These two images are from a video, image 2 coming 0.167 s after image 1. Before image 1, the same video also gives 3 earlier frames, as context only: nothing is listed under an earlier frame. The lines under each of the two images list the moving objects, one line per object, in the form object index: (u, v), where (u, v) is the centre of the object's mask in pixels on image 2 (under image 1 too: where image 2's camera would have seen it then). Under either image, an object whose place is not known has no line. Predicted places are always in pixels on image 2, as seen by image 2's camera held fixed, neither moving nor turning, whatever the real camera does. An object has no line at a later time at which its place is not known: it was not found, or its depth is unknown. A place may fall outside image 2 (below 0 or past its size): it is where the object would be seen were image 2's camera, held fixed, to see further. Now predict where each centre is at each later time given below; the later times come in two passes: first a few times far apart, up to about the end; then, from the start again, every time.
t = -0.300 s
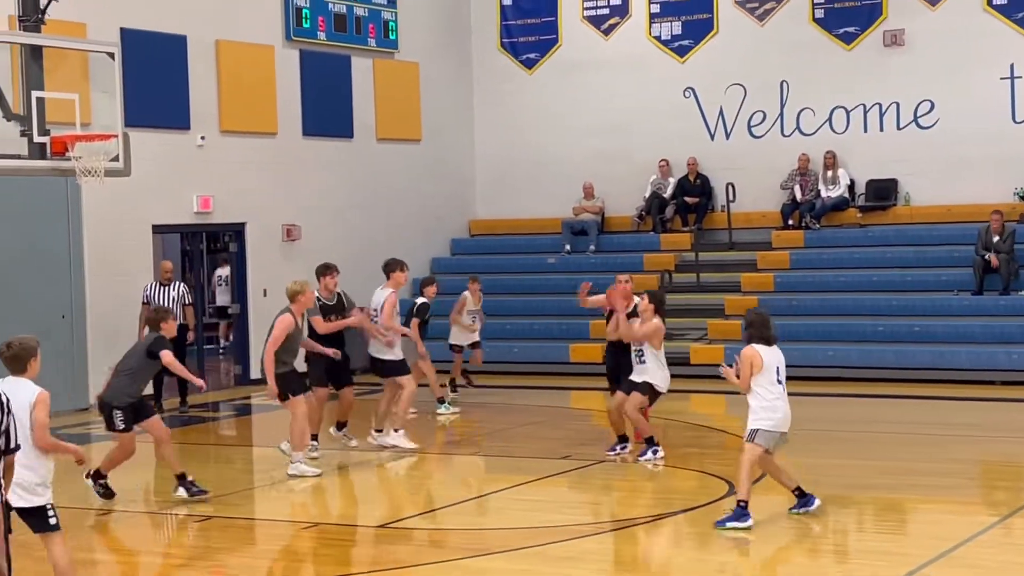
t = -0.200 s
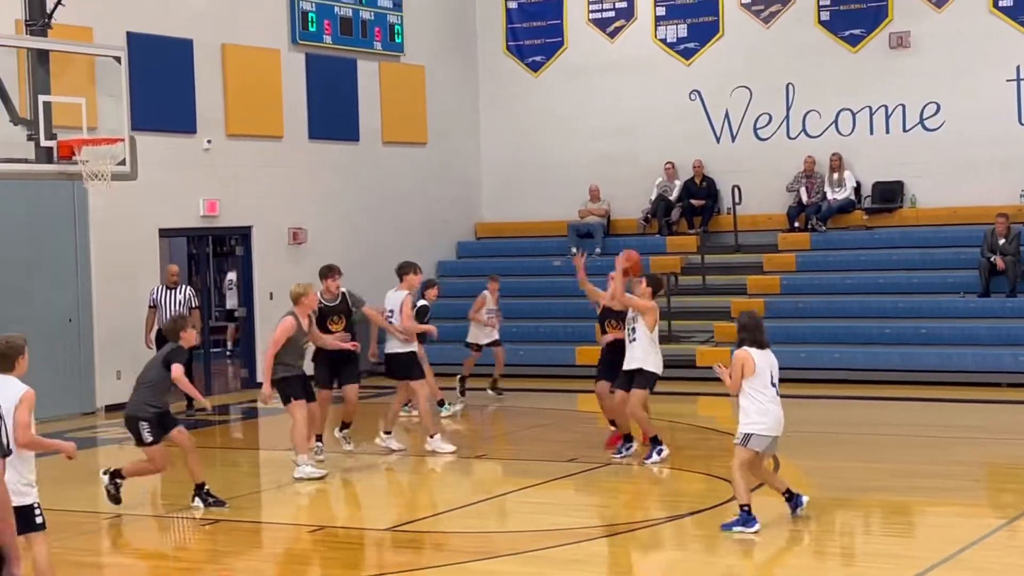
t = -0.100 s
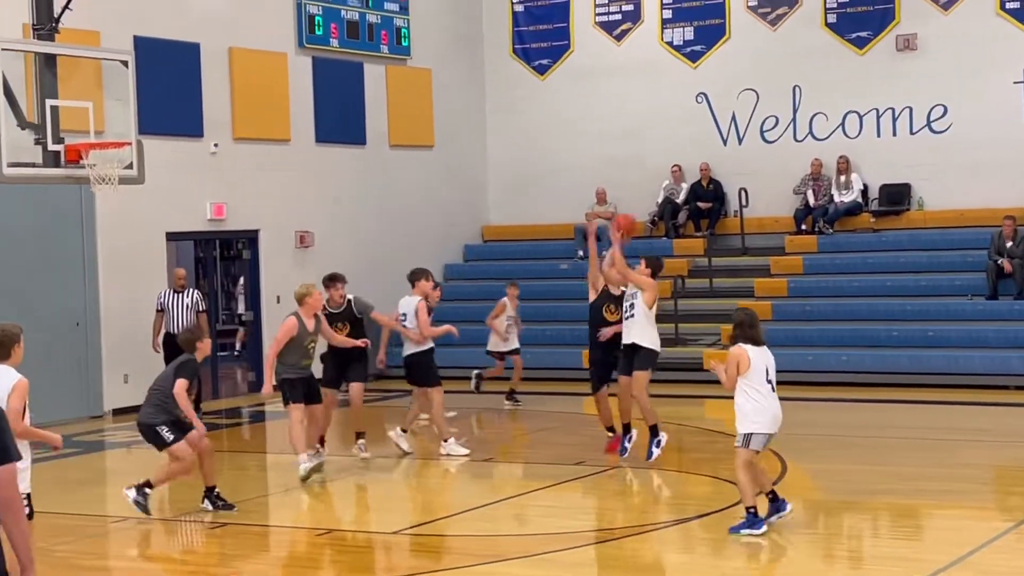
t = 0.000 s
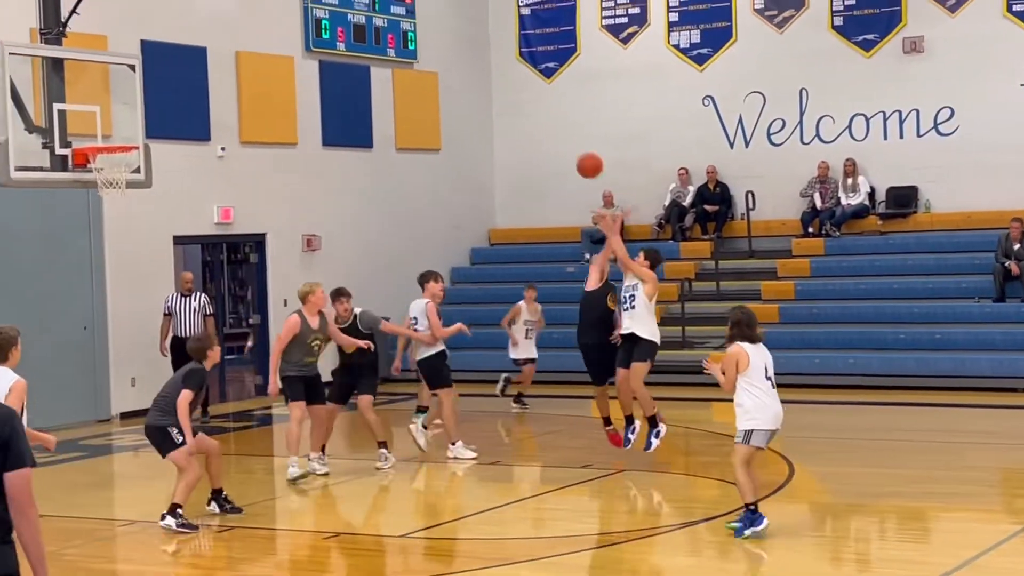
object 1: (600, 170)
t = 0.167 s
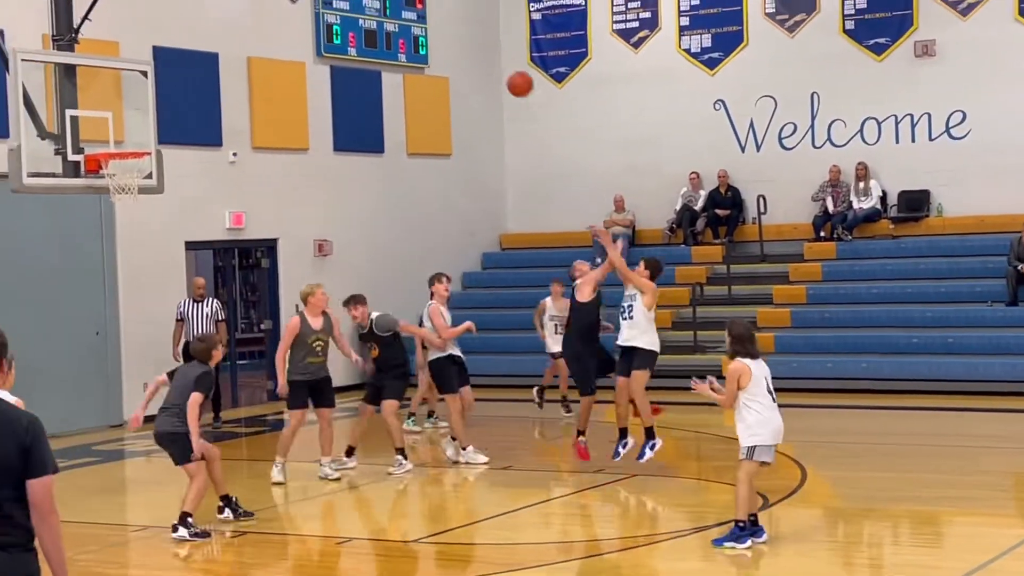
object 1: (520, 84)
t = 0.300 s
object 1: (457, 37)
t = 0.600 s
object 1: (318, 3)
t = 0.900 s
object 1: (188, 68)
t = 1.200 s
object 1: (133, 196)
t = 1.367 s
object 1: (162, 253)
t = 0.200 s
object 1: (504, 70)
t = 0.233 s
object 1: (488, 58)
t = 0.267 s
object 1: (472, 47)
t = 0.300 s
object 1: (457, 37)
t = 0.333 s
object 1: (441, 29)
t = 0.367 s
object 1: (426, 21)
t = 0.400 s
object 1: (410, 15)
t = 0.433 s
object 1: (395, 10)
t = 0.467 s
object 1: (380, 7)
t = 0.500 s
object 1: (364, 4)
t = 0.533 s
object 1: (349, 3)
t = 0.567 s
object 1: (335, 2)
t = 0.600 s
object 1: (318, 3)
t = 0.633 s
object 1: (304, 7)
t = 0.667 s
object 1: (289, 9)
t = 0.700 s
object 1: (275, 14)
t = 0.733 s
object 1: (260, 20)
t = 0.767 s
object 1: (245, 27)
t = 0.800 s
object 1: (231, 36)
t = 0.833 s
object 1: (216, 45)
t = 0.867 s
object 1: (203, 56)
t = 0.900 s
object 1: (188, 68)
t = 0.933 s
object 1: (174, 81)
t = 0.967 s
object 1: (161, 94)
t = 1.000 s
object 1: (146, 110)
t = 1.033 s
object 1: (133, 127)
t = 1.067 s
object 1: (118, 143)
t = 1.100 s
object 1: (112, 161)
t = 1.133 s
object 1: (119, 176)
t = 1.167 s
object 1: (125, 187)
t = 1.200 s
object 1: (133, 196)
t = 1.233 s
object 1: (138, 206)
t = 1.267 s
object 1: (144, 216)
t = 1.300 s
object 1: (150, 227)
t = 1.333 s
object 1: (156, 239)
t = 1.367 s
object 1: (162, 253)
